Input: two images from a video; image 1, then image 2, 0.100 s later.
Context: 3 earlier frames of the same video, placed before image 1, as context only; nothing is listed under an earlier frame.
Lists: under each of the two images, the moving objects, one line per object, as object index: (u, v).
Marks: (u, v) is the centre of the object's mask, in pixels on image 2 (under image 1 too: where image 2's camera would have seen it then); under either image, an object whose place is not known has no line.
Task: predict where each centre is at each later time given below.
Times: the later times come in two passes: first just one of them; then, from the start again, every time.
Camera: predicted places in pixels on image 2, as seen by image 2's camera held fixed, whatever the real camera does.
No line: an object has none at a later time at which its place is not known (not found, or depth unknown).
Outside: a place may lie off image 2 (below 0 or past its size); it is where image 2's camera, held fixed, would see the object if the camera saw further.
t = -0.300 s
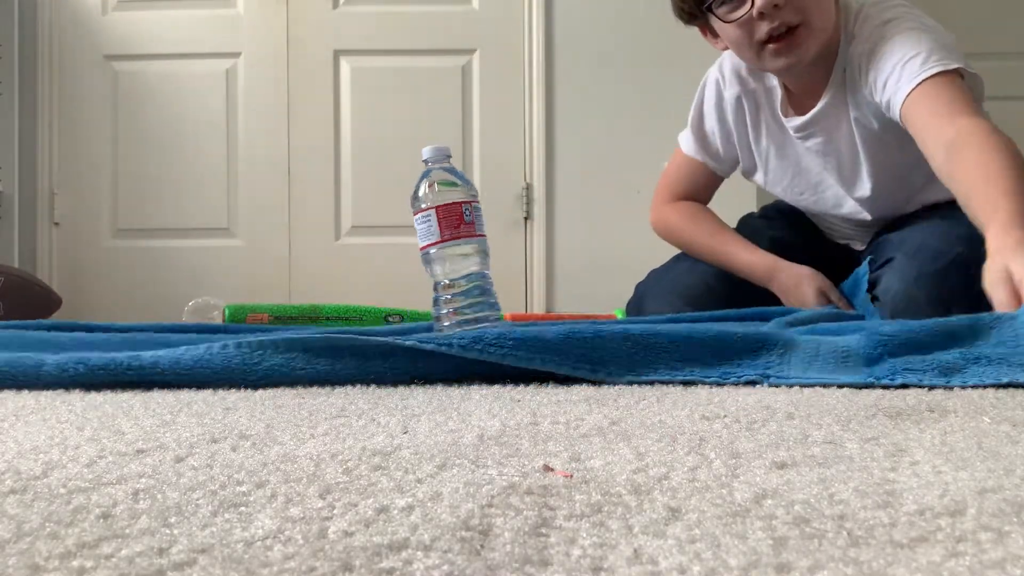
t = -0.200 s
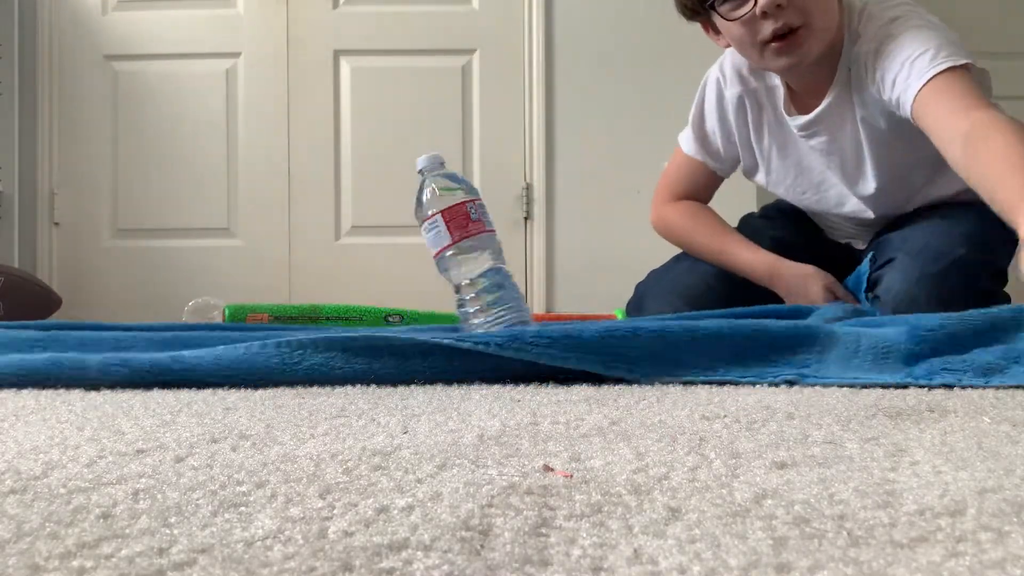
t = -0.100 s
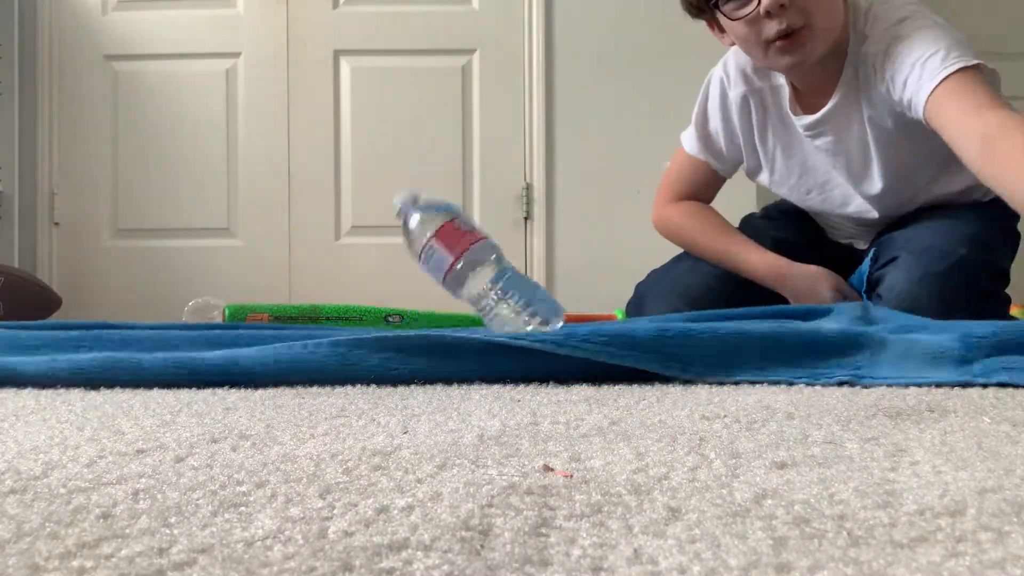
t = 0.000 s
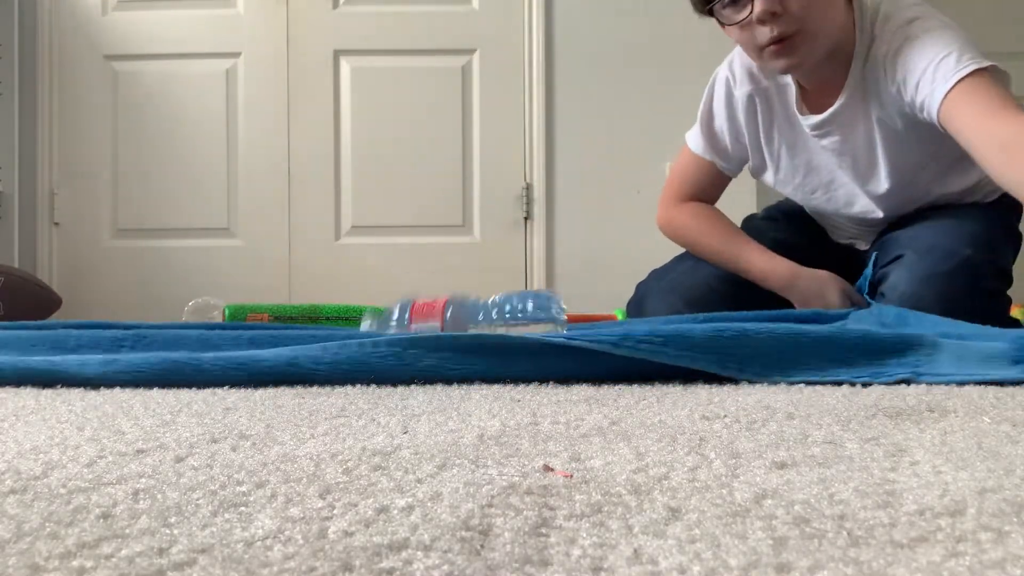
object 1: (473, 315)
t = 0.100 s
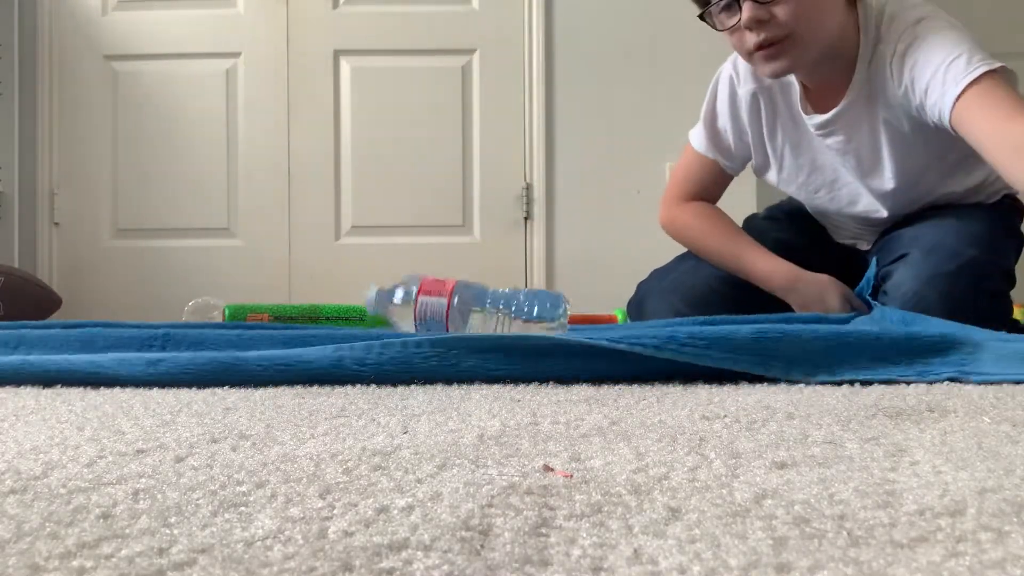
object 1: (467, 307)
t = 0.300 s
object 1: (485, 312)
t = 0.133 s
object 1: (477, 313)
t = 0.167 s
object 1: (476, 312)
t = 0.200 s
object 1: (478, 312)
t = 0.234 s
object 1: (482, 313)
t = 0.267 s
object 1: (482, 312)
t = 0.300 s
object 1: (485, 312)
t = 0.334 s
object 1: (490, 312)
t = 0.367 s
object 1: (495, 312)
